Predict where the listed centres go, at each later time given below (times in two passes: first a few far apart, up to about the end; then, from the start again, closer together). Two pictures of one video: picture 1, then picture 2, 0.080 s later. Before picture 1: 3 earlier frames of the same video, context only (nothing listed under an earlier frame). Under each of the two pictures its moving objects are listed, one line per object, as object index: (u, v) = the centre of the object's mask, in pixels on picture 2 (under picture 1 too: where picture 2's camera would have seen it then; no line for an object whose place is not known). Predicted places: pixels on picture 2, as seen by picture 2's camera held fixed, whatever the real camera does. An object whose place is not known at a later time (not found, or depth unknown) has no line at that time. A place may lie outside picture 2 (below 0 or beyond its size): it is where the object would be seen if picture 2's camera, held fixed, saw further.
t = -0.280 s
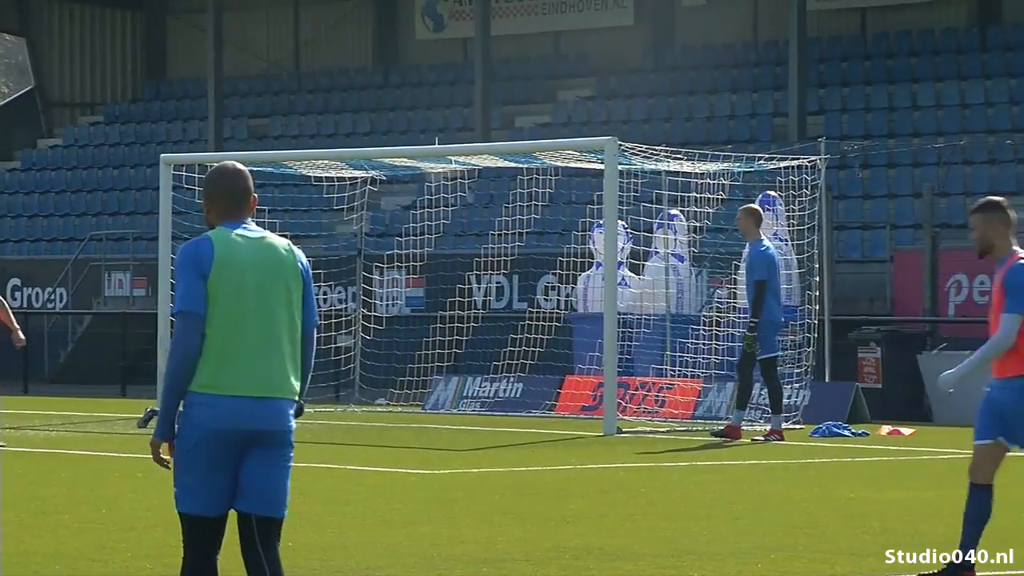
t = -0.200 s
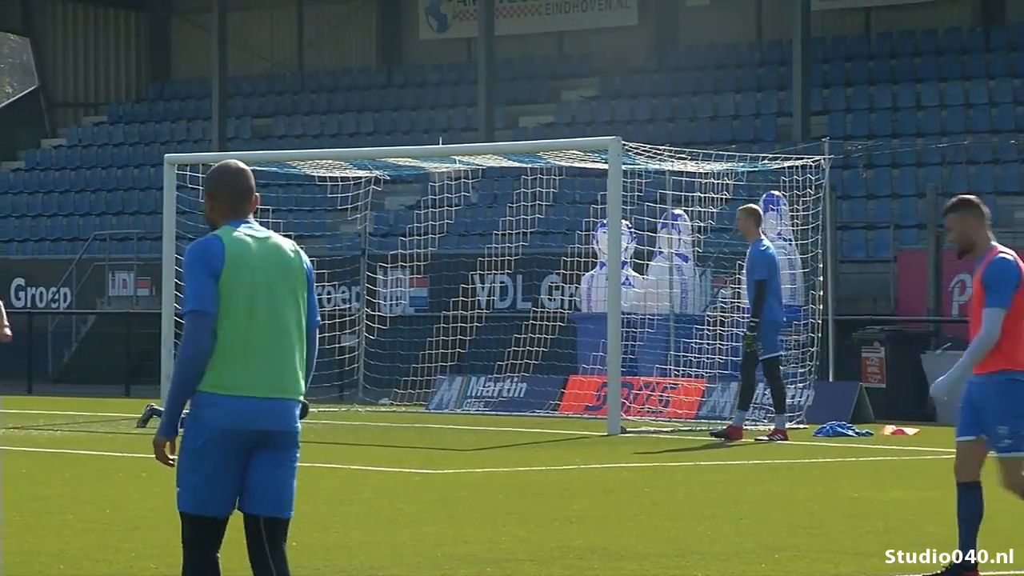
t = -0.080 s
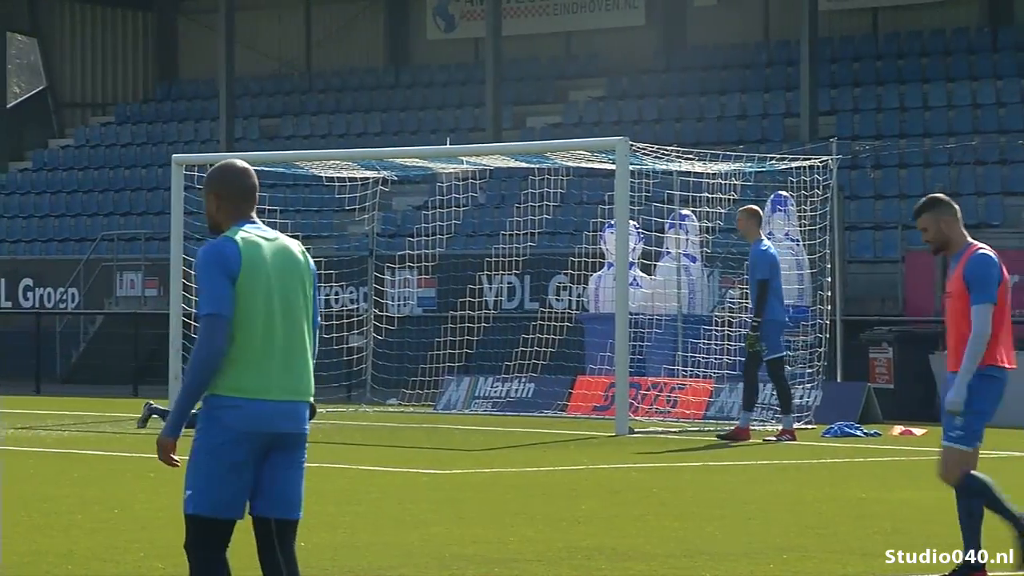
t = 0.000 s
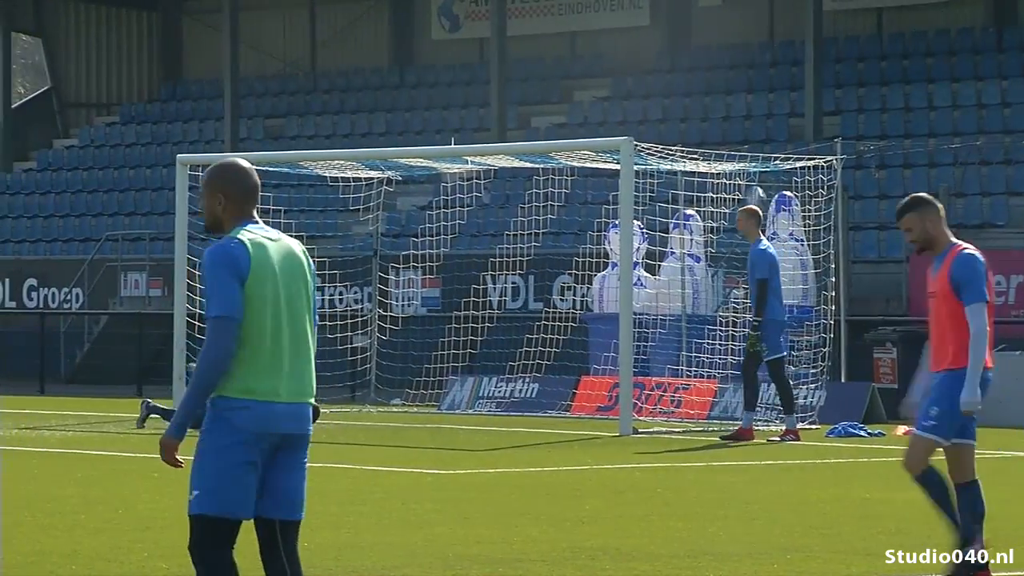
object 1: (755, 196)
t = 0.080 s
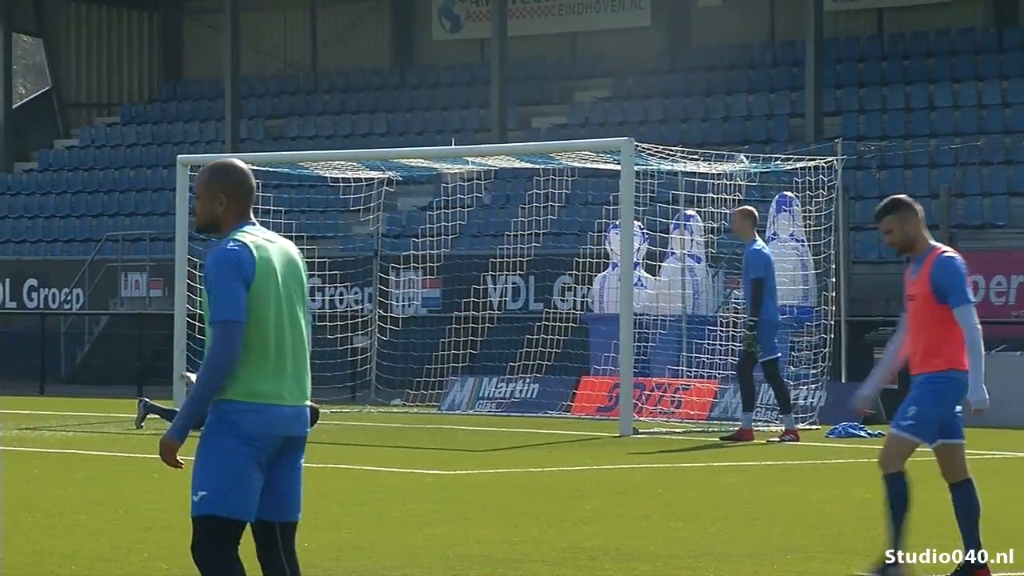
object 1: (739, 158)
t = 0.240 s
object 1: (707, 118)
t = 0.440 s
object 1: (667, 91)
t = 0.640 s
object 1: (630, 100)
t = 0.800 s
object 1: (600, 131)
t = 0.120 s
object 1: (731, 149)
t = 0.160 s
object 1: (723, 139)
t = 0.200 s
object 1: (715, 129)
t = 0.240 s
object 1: (707, 118)
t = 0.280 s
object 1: (699, 110)
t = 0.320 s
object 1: (691, 103)
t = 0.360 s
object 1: (683, 97)
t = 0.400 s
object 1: (675, 93)
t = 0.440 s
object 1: (667, 91)
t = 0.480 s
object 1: (660, 89)
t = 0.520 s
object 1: (653, 90)
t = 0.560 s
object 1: (644, 92)
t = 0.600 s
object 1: (637, 95)
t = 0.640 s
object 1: (630, 100)
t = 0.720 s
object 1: (614, 114)
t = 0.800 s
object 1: (600, 131)
